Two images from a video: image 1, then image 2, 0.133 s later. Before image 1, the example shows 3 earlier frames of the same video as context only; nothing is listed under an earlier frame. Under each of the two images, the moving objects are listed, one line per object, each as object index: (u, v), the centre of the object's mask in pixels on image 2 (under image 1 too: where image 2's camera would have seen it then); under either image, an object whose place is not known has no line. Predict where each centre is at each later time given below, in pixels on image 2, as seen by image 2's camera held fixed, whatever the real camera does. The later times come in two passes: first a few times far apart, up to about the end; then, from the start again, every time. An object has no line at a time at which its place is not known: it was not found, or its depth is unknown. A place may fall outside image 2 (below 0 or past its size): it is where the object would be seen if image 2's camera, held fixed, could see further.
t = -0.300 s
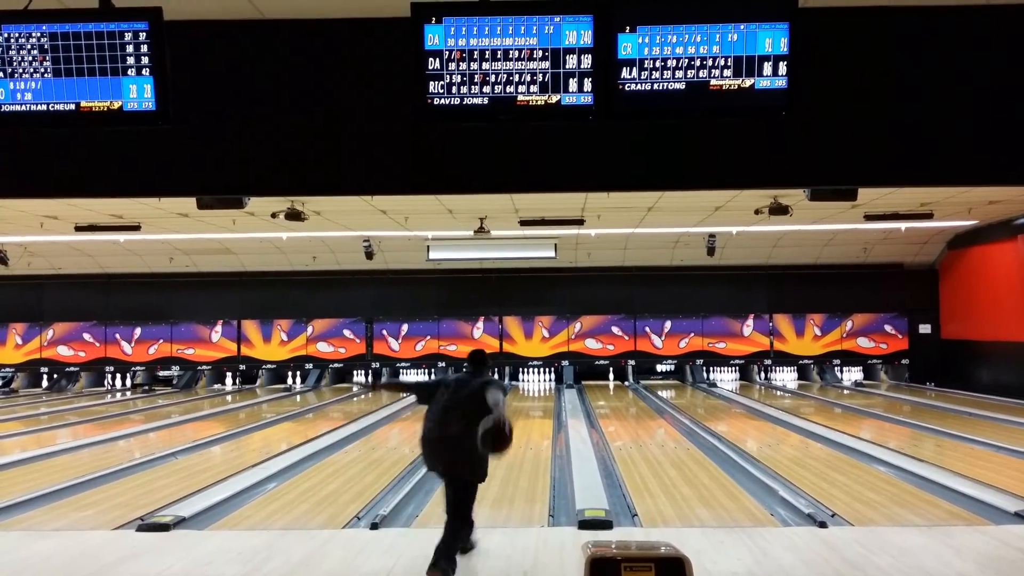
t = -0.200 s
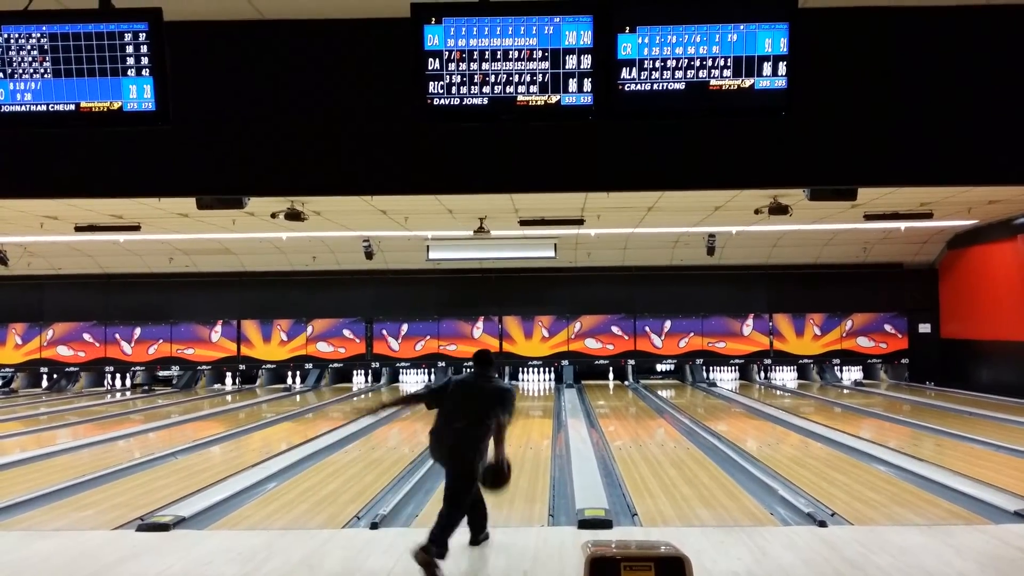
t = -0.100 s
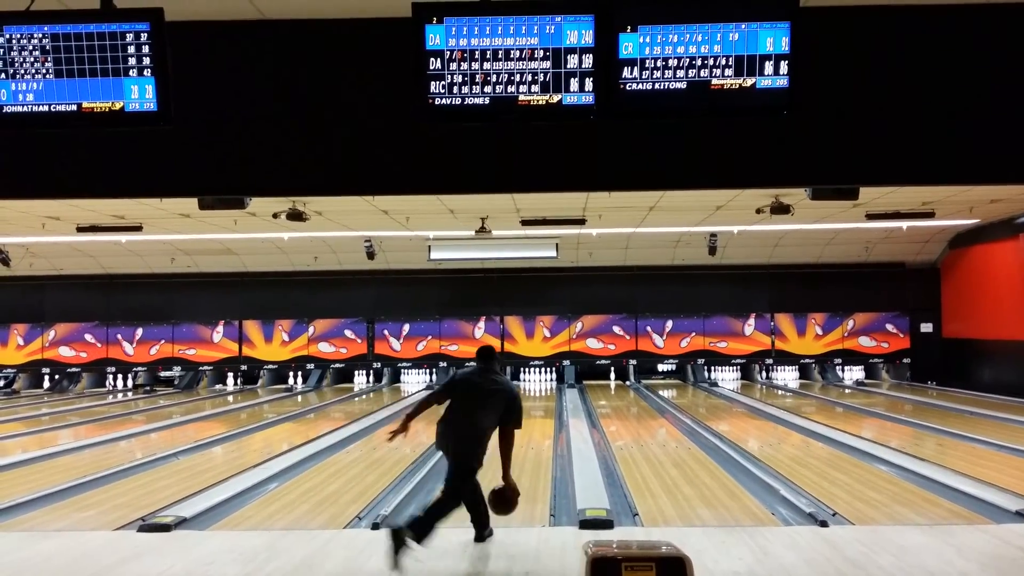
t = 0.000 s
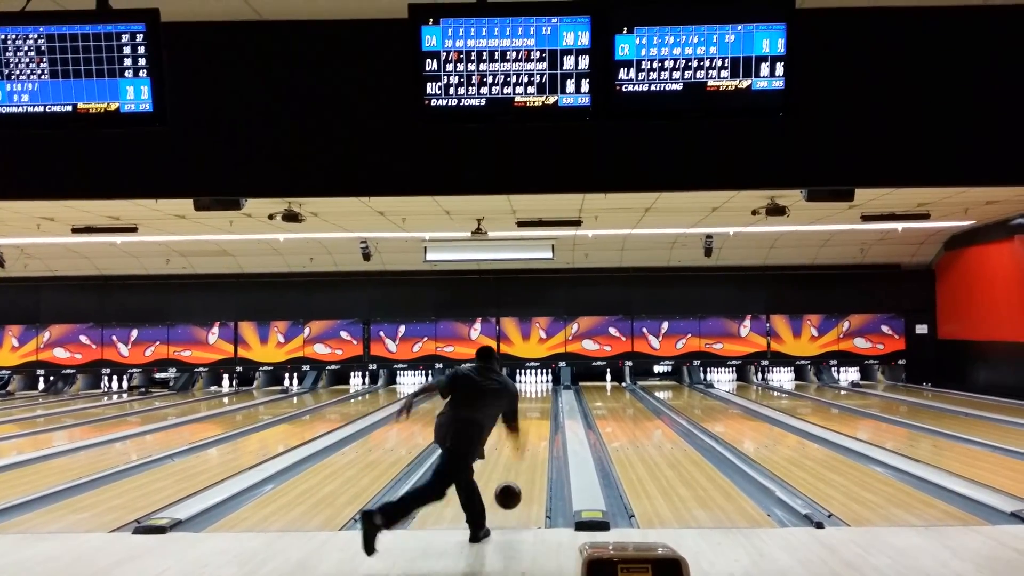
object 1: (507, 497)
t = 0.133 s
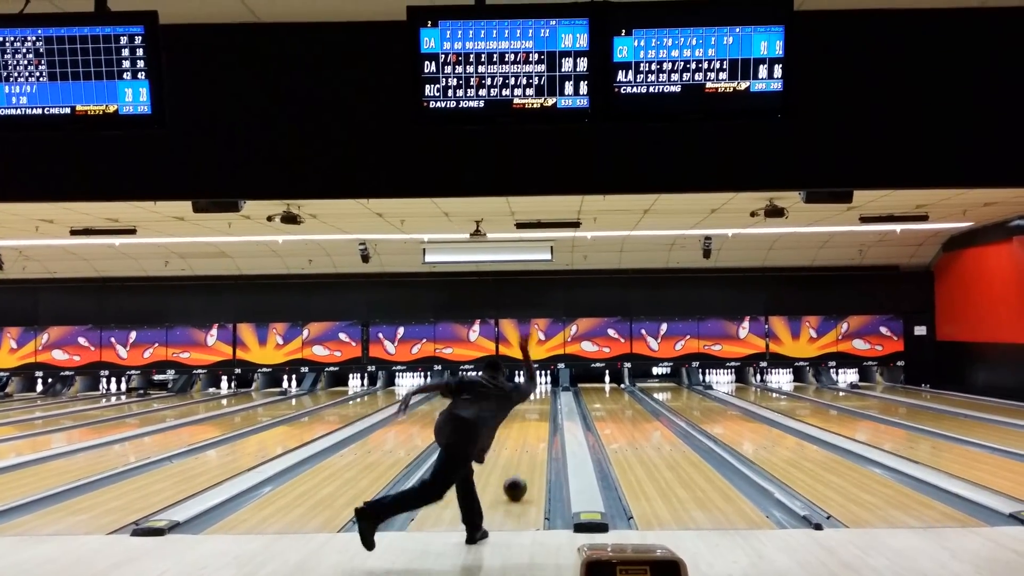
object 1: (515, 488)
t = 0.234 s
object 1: (520, 474)
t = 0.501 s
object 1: (529, 445)
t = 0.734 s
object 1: (534, 430)
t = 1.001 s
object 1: (537, 417)
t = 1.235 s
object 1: (539, 408)
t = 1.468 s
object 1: (540, 400)
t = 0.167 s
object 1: (517, 483)
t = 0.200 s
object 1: (519, 478)
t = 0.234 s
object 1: (520, 474)
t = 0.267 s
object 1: (521, 469)
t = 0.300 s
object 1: (522, 466)
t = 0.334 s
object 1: (524, 462)
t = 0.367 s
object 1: (525, 458)
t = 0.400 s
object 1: (526, 454)
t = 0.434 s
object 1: (527, 452)
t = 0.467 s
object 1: (529, 449)
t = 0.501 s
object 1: (529, 445)
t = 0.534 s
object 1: (530, 443)
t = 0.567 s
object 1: (531, 441)
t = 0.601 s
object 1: (531, 438)
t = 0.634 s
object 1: (532, 436)
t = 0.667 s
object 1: (533, 433)
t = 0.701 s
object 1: (533, 431)
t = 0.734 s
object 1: (534, 430)
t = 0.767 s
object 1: (534, 428)
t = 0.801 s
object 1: (535, 425)
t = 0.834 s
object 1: (535, 424)
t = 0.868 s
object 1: (536, 423)
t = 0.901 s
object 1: (536, 421)
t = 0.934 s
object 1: (536, 420)
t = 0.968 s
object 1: (536, 418)
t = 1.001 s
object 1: (537, 417)
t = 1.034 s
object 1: (537, 415)
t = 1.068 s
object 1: (538, 414)
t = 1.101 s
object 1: (538, 412)
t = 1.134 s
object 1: (538, 411)
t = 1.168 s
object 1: (538, 410)
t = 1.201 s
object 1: (538, 409)
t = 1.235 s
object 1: (539, 408)
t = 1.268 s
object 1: (539, 407)
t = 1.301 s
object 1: (539, 406)
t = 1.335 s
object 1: (539, 405)
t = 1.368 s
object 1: (539, 403)
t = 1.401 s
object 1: (539, 402)
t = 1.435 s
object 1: (540, 401)
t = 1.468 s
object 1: (540, 400)
